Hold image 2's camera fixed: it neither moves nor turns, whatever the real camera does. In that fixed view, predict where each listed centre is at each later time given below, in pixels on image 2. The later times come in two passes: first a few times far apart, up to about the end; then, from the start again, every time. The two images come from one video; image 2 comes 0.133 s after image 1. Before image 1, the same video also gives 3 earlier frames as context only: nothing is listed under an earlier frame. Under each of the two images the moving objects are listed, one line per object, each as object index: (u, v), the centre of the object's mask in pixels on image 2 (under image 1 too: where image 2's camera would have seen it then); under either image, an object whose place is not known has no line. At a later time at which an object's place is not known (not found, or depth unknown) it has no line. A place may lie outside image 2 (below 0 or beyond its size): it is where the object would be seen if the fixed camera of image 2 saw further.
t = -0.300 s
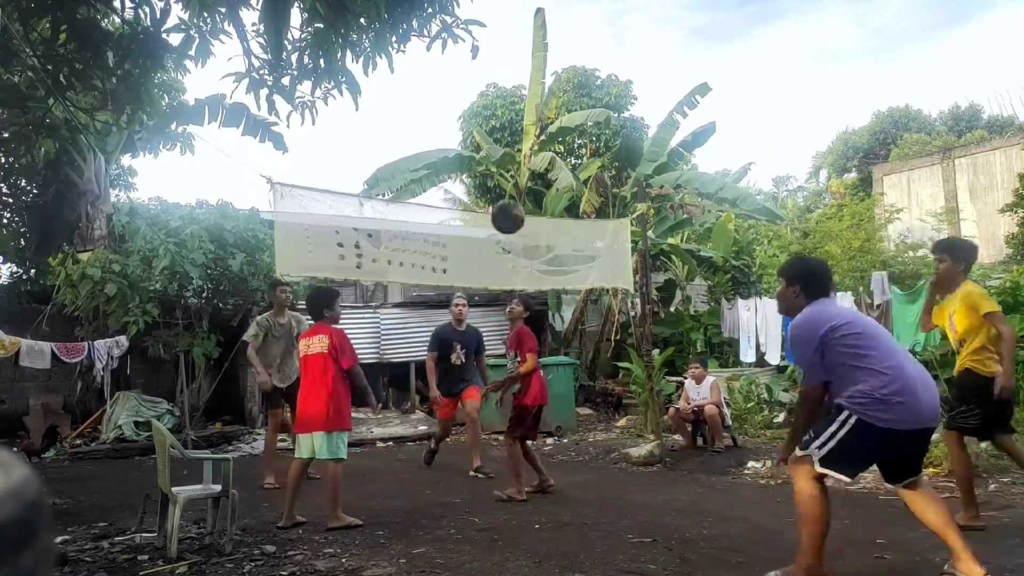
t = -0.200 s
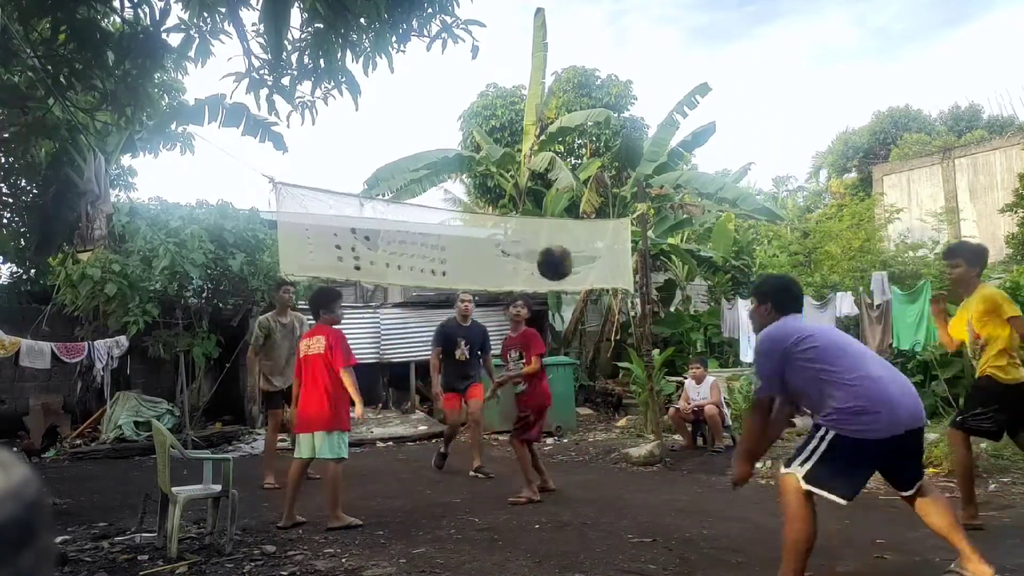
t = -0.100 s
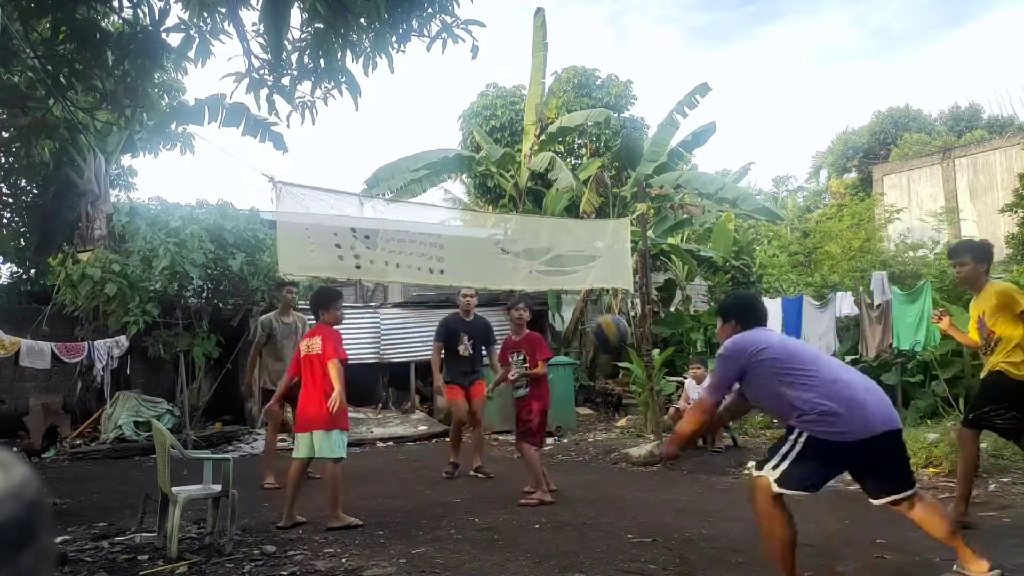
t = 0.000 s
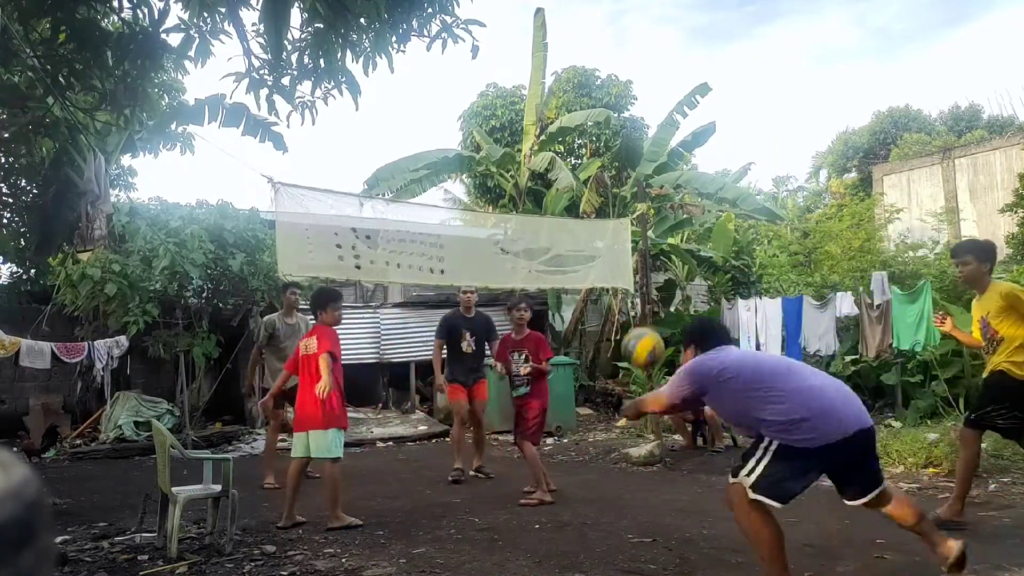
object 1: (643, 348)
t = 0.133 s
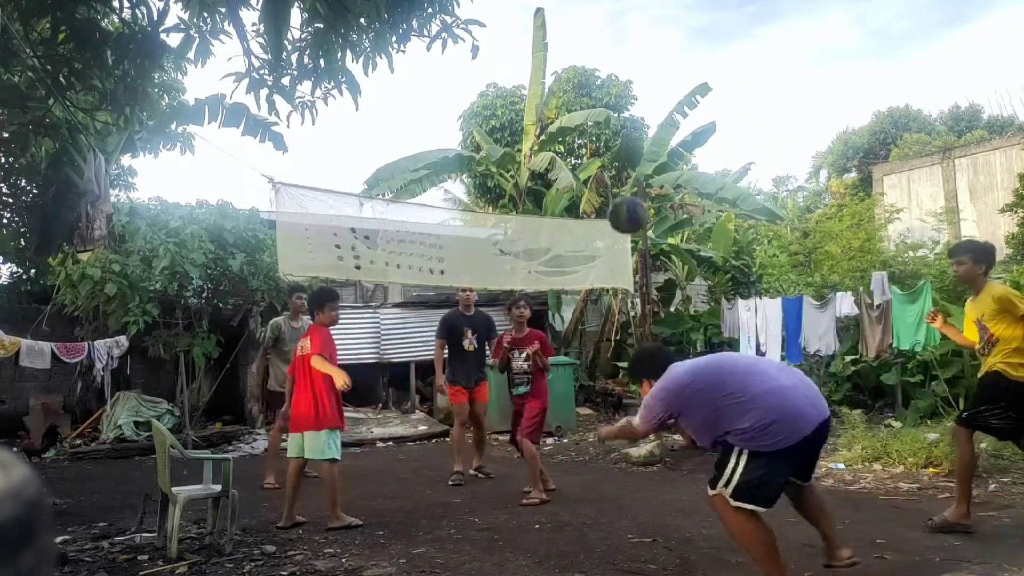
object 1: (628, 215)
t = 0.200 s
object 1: (621, 165)
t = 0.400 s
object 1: (604, 67)
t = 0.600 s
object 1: (590, 43)
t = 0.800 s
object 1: (579, 81)
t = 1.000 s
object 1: (572, 178)
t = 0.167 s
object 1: (624, 189)
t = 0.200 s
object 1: (621, 165)
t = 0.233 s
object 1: (617, 144)
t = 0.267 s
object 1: (614, 123)
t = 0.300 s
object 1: (612, 106)
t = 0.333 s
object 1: (608, 90)
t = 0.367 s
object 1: (606, 77)
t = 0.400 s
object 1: (604, 67)
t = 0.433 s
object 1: (601, 59)
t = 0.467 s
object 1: (598, 52)
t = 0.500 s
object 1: (596, 47)
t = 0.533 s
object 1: (594, 44)
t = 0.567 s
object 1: (592, 42)
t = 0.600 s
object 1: (590, 43)
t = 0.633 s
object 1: (588, 45)
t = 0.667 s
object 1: (586, 49)
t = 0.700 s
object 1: (585, 55)
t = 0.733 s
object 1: (583, 62)
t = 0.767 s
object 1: (581, 71)
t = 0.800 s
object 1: (579, 81)
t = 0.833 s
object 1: (579, 94)
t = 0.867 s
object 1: (577, 107)
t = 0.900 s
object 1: (576, 121)
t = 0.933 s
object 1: (574, 139)
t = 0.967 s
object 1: (573, 157)
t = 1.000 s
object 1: (572, 178)
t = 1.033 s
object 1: (571, 200)
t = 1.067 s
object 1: (570, 221)
